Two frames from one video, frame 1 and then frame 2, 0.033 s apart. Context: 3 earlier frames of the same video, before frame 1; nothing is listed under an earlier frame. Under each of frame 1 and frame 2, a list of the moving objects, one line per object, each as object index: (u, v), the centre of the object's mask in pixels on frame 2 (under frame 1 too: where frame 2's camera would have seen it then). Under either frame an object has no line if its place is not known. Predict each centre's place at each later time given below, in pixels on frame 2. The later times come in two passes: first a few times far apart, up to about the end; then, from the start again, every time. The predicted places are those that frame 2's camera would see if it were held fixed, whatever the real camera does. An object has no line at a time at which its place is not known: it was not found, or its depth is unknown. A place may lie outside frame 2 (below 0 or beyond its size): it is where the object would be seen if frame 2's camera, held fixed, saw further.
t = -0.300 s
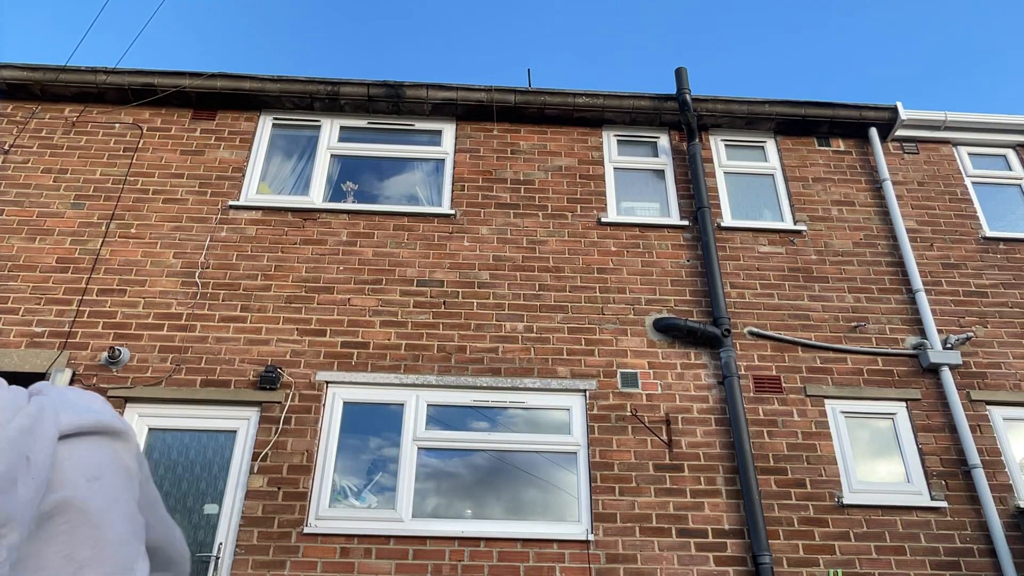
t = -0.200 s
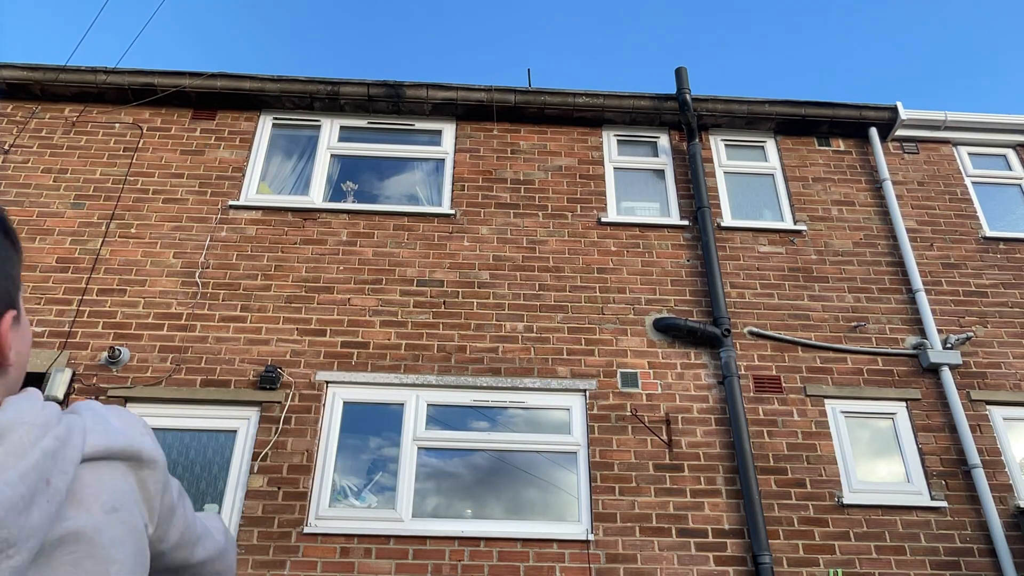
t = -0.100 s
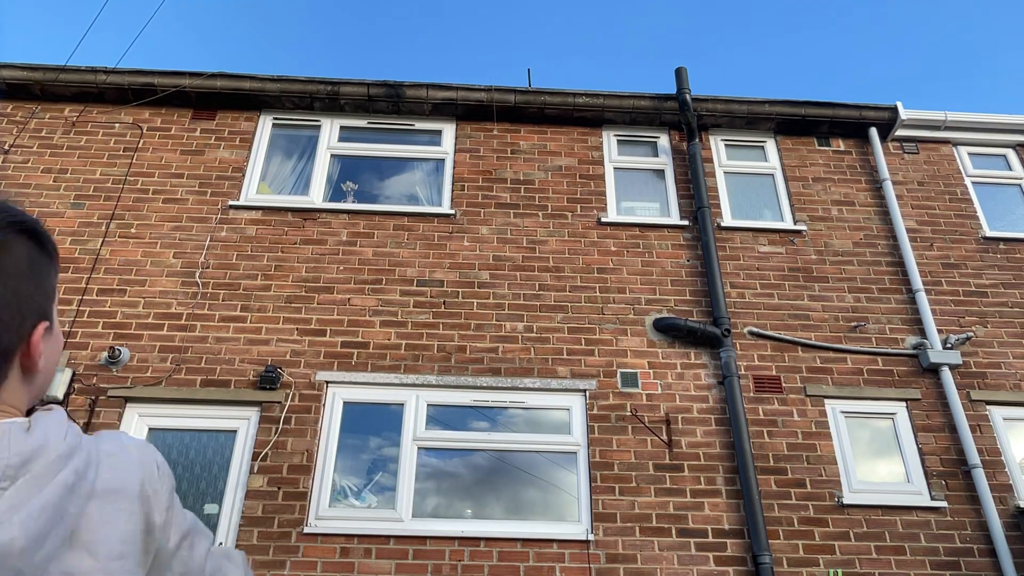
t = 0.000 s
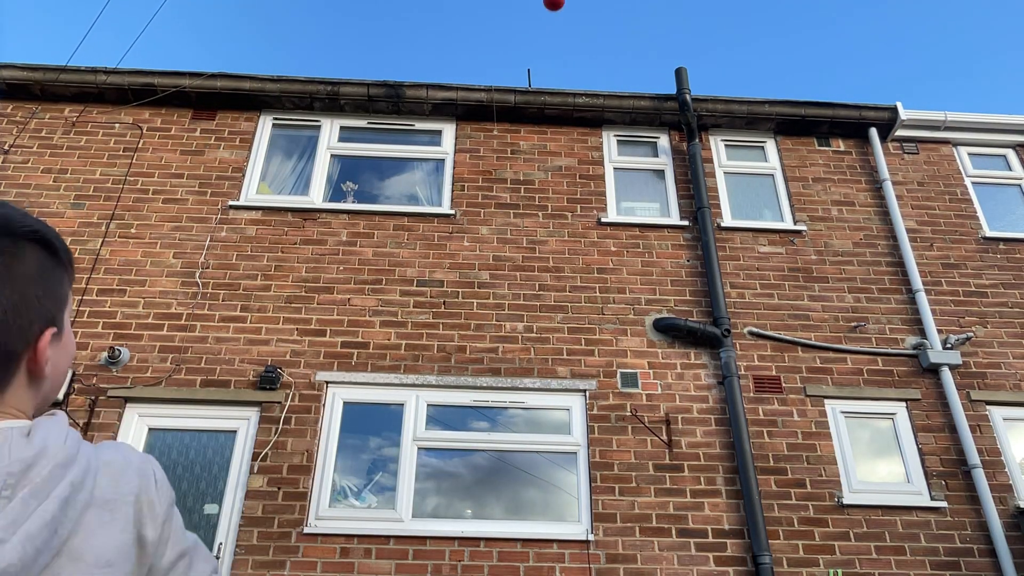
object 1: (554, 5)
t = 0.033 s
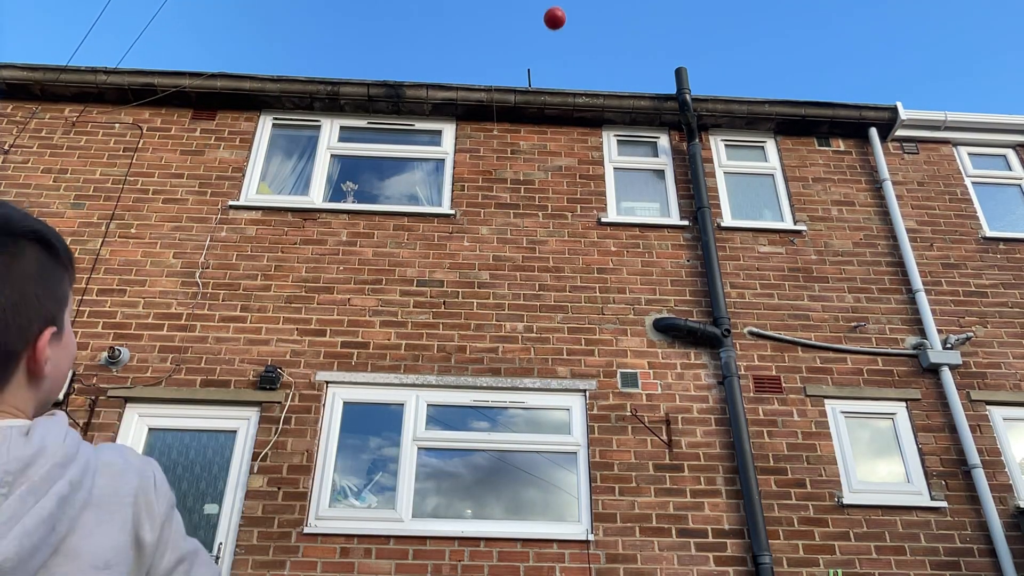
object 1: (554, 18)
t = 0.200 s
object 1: (556, 130)
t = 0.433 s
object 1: (555, 342)
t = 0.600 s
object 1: (556, 549)
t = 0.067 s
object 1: (555, 39)
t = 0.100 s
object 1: (556, 61)
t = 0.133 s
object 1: (556, 83)
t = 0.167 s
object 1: (556, 107)
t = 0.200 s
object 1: (556, 130)
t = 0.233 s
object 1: (556, 157)
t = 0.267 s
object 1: (556, 184)
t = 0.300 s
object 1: (556, 213)
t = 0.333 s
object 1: (556, 242)
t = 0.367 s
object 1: (556, 274)
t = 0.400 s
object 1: (556, 307)
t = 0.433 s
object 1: (555, 342)
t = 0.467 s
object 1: (555, 378)
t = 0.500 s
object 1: (555, 418)
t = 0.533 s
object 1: (555, 460)
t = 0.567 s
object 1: (555, 503)
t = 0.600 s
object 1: (556, 549)
